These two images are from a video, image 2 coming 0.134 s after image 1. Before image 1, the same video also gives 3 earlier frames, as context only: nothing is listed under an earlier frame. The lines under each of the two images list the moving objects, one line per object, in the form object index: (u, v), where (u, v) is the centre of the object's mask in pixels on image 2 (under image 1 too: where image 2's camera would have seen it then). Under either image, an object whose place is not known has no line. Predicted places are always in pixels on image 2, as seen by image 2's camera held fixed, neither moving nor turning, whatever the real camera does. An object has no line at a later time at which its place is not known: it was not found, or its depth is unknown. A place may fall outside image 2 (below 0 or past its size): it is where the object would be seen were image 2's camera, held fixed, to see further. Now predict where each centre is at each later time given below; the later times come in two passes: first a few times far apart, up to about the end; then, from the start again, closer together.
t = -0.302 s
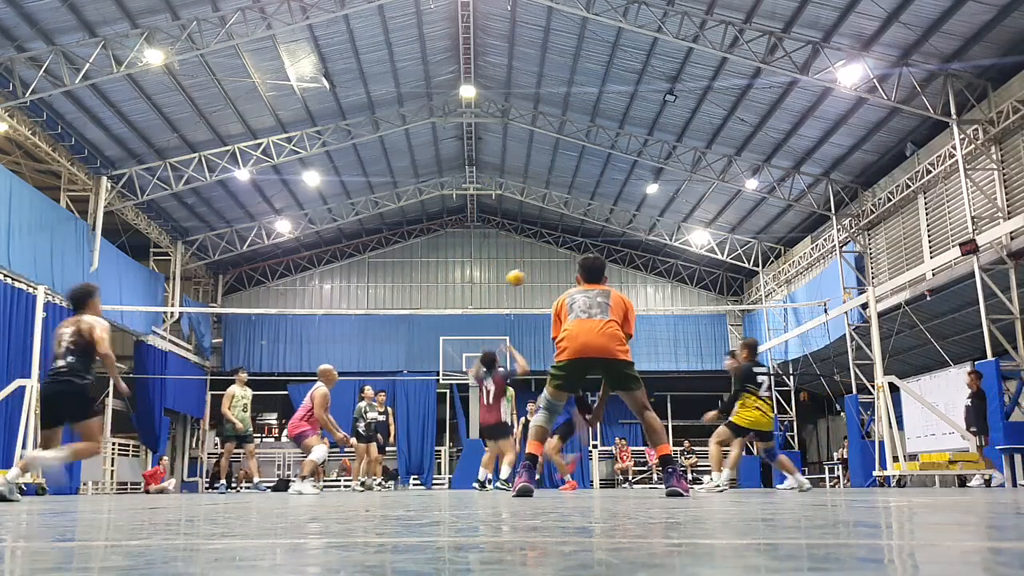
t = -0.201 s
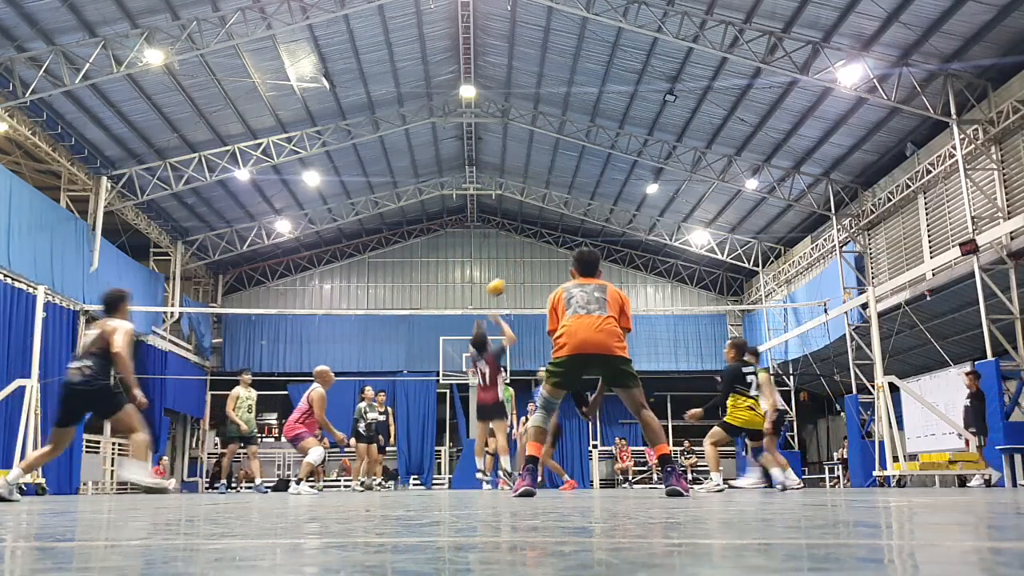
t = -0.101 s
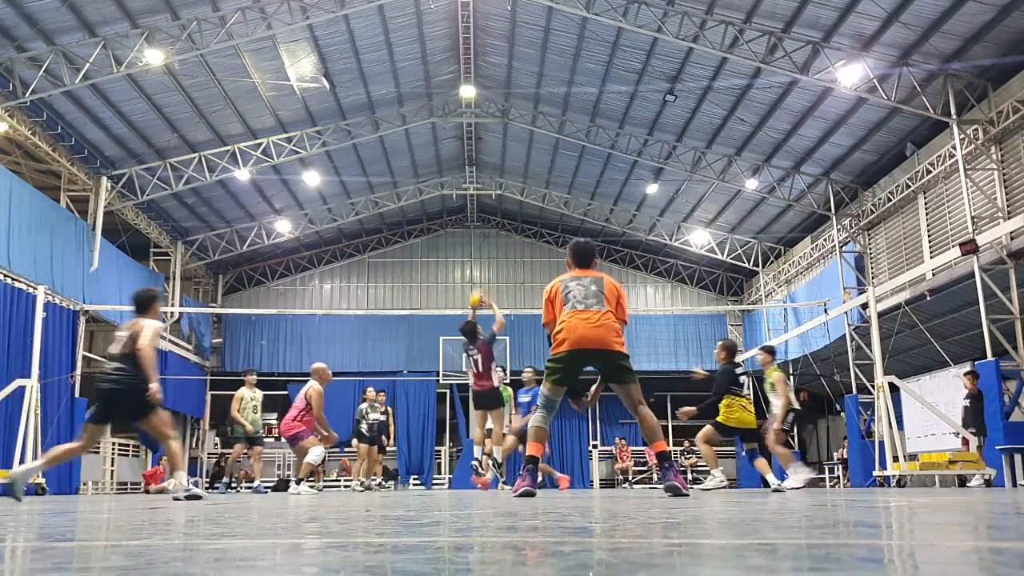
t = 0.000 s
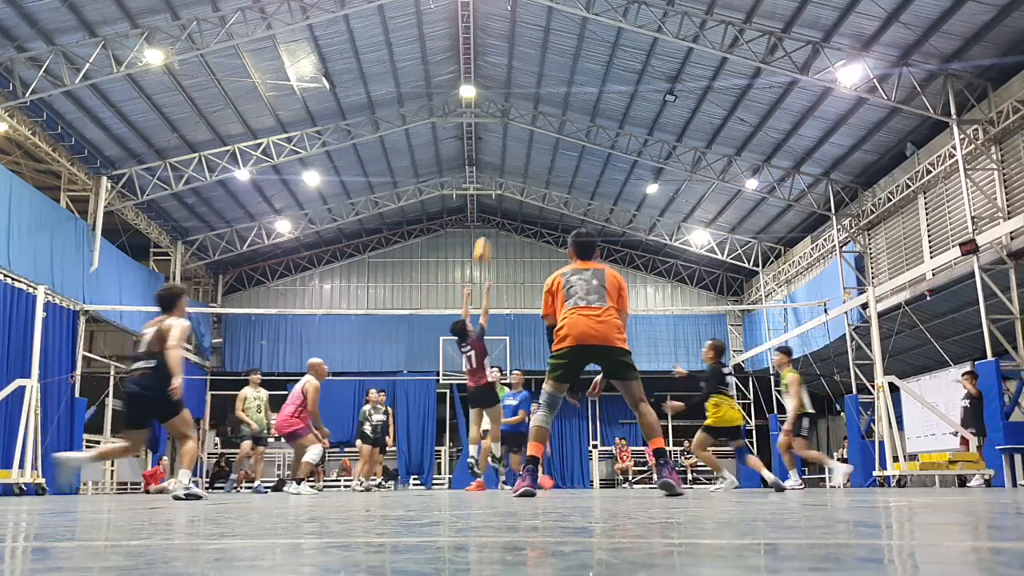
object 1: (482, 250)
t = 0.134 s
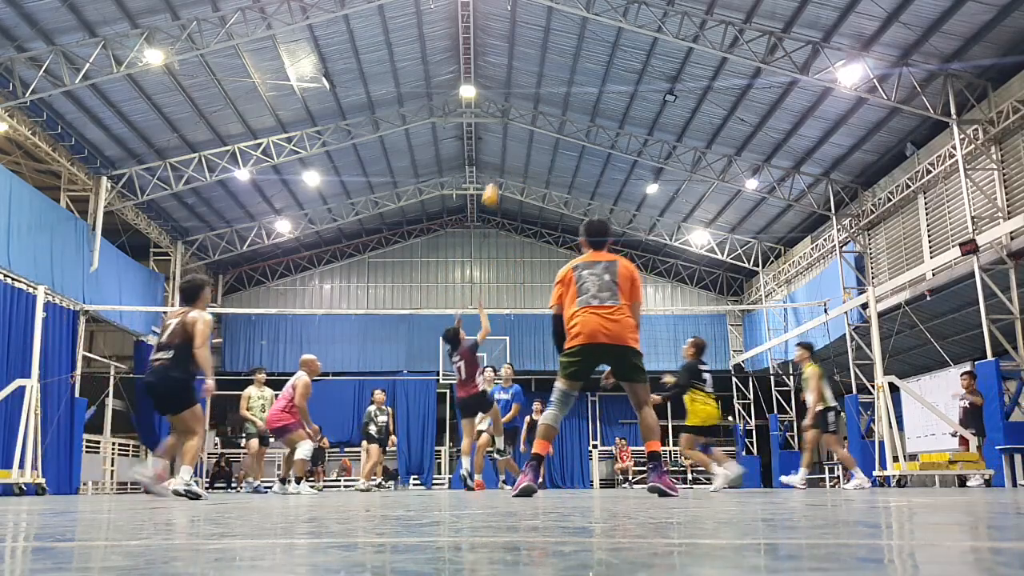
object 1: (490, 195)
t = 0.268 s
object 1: (499, 156)
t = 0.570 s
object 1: (520, 118)
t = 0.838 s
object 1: (537, 140)
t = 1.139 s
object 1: (557, 233)
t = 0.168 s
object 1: (492, 183)
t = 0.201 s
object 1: (495, 173)
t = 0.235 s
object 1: (497, 163)
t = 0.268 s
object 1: (499, 156)
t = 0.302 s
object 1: (502, 148)
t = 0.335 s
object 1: (504, 142)
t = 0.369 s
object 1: (506, 135)
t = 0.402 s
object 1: (508, 130)
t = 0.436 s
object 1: (510, 126)
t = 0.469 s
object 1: (513, 122)
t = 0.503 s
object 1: (515, 119)
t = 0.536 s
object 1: (517, 118)
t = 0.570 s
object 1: (520, 118)
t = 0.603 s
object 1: (522, 118)
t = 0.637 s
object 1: (524, 118)
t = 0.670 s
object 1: (526, 120)
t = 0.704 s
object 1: (528, 122)
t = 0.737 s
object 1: (530, 125)
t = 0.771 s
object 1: (532, 130)
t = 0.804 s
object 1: (535, 135)
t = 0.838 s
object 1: (537, 140)
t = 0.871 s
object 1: (540, 147)
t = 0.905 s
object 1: (542, 155)
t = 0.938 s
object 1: (544, 164)
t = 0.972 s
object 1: (546, 173)
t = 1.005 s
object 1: (548, 182)
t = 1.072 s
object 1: (552, 207)
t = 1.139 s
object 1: (557, 233)
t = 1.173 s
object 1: (560, 247)
